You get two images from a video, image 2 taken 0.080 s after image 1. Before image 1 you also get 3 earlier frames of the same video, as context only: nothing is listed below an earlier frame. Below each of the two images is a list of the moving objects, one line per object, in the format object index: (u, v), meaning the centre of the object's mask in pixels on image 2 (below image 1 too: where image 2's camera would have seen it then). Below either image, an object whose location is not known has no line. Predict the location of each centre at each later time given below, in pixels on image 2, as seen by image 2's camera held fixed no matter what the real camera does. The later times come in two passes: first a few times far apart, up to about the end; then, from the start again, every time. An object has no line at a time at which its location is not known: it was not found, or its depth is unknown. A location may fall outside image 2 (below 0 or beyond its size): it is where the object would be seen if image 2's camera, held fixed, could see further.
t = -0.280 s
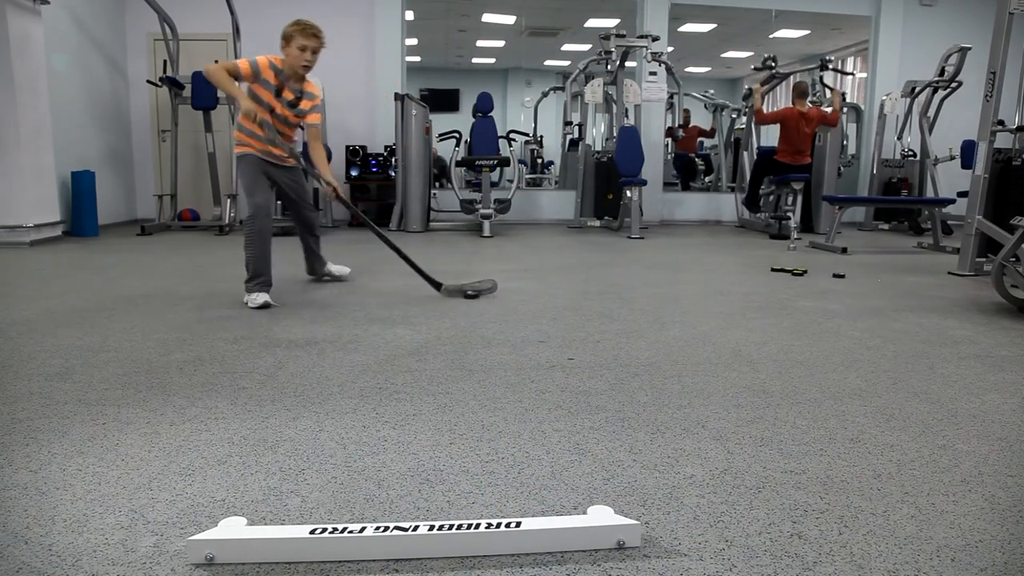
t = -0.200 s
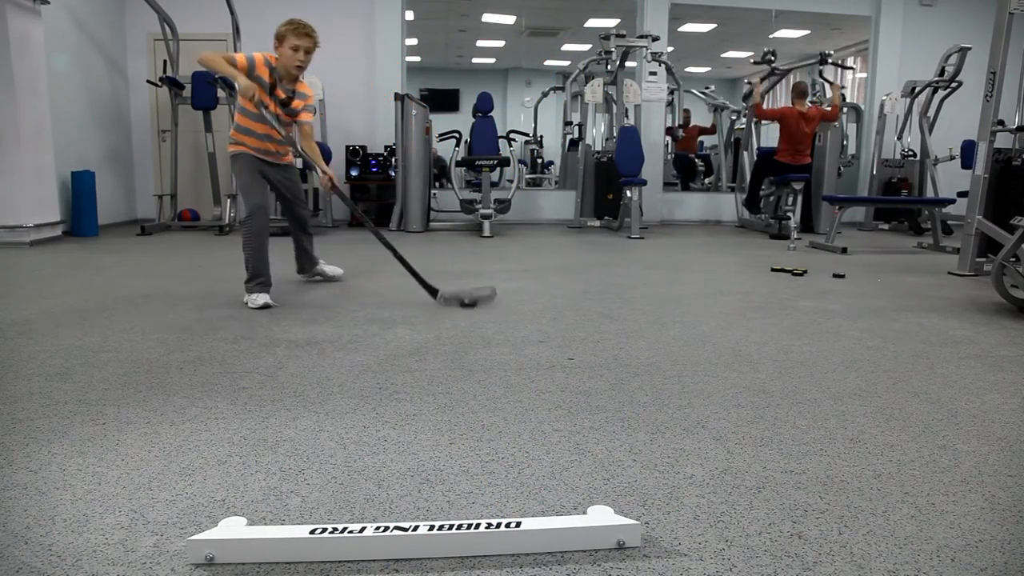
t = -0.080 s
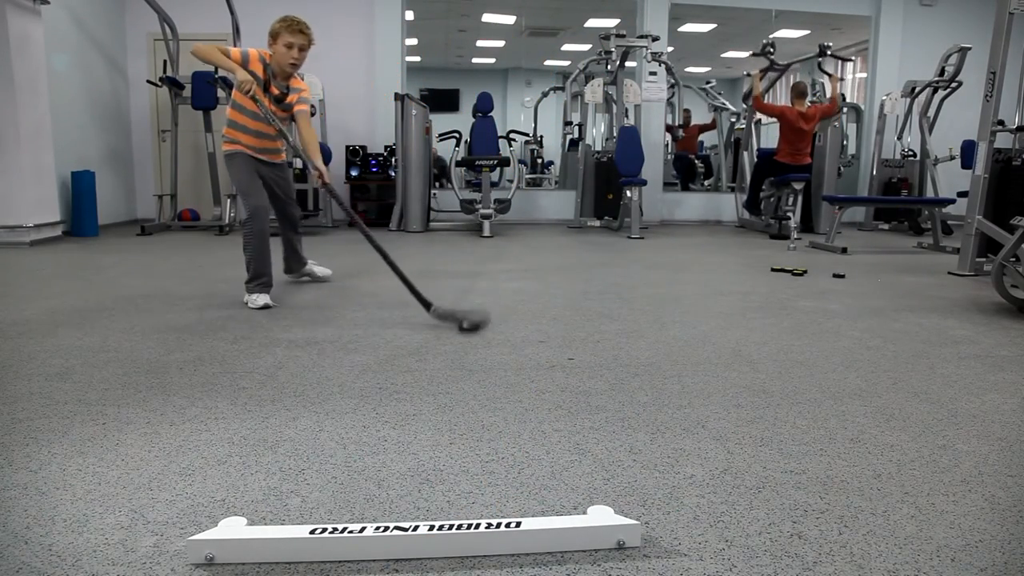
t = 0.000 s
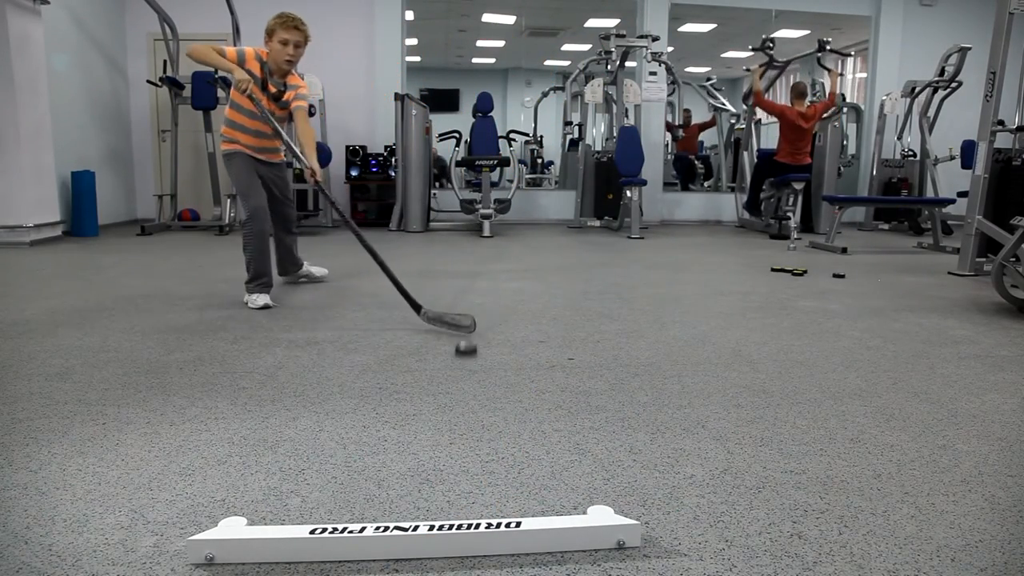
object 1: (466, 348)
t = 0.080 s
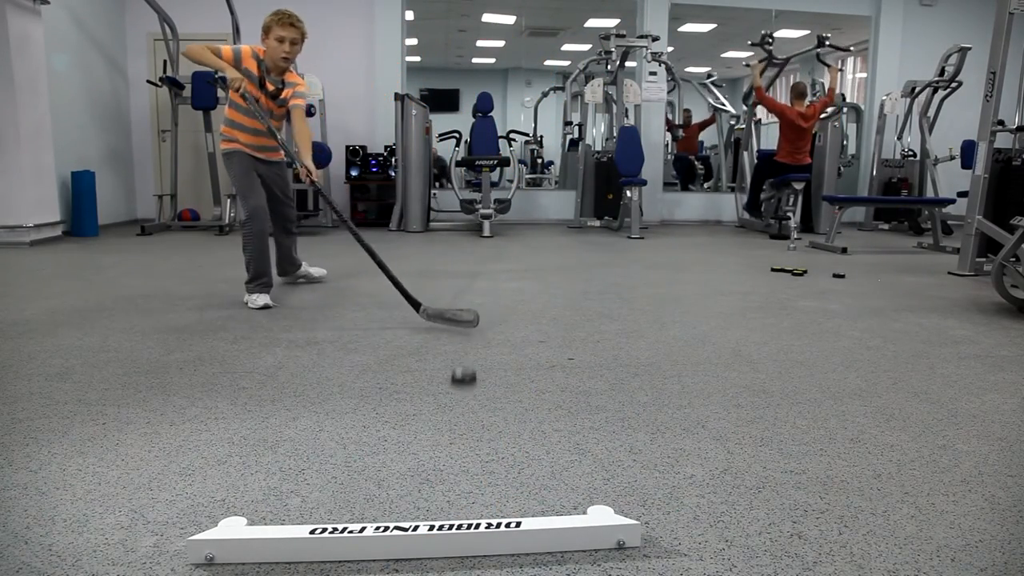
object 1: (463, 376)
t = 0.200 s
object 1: (459, 435)
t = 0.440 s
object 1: (441, 436)
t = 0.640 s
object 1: (433, 371)
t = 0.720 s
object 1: (431, 353)
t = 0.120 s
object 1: (462, 393)
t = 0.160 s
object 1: (460, 413)
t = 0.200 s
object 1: (459, 435)
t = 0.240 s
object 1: (456, 463)
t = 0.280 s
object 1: (453, 494)
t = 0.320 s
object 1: (449, 506)
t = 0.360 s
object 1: (446, 480)
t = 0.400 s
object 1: (443, 456)
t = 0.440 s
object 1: (441, 436)
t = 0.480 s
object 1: (439, 419)
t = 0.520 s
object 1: (438, 405)
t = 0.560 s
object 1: (436, 392)
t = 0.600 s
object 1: (435, 381)
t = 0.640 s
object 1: (433, 371)
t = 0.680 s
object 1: (432, 361)
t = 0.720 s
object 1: (431, 353)
